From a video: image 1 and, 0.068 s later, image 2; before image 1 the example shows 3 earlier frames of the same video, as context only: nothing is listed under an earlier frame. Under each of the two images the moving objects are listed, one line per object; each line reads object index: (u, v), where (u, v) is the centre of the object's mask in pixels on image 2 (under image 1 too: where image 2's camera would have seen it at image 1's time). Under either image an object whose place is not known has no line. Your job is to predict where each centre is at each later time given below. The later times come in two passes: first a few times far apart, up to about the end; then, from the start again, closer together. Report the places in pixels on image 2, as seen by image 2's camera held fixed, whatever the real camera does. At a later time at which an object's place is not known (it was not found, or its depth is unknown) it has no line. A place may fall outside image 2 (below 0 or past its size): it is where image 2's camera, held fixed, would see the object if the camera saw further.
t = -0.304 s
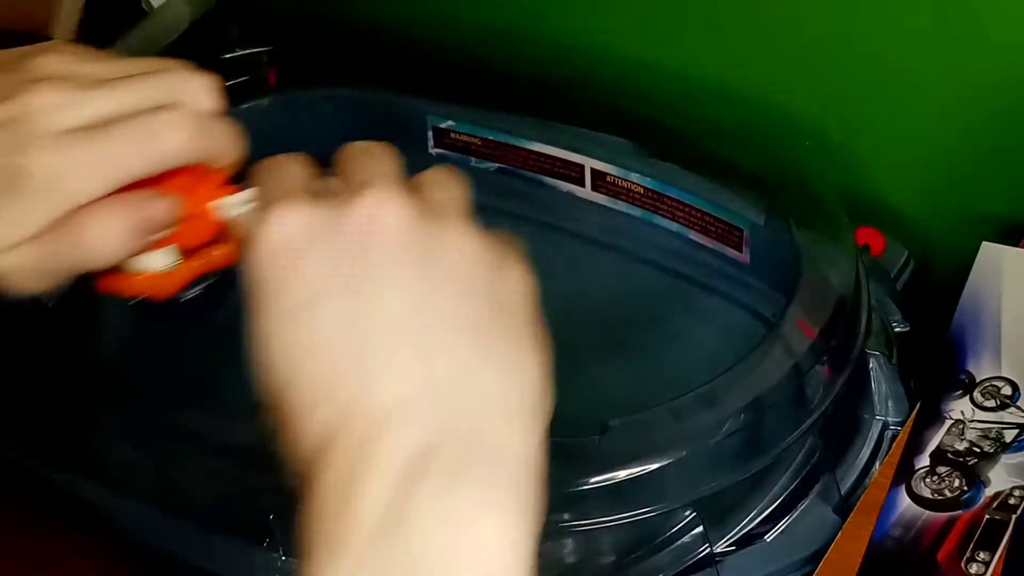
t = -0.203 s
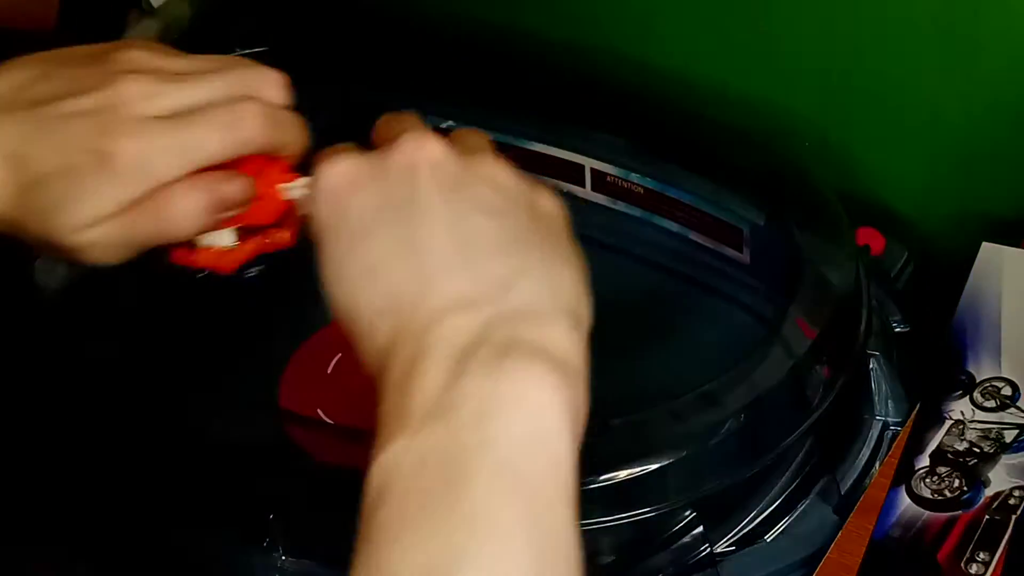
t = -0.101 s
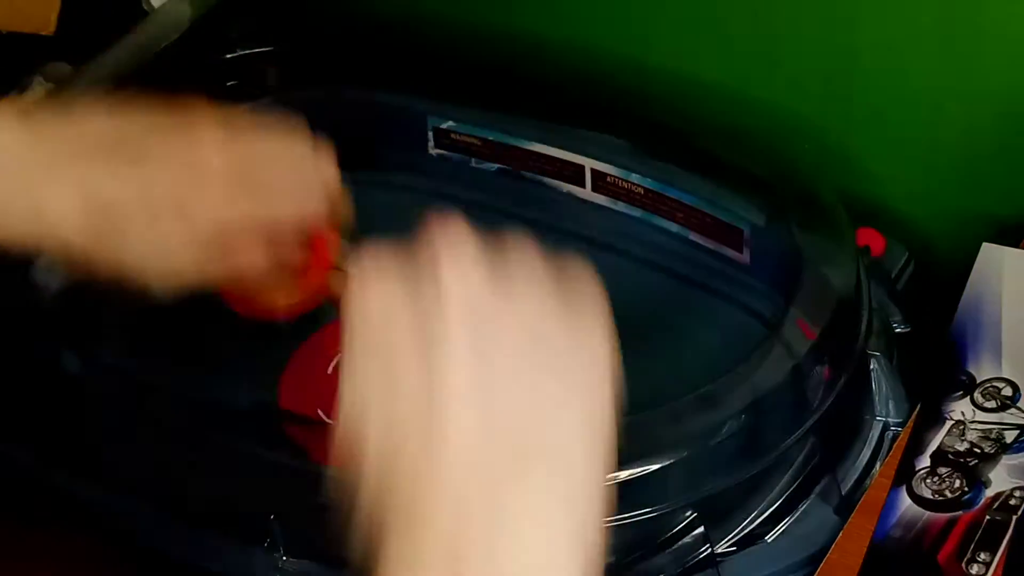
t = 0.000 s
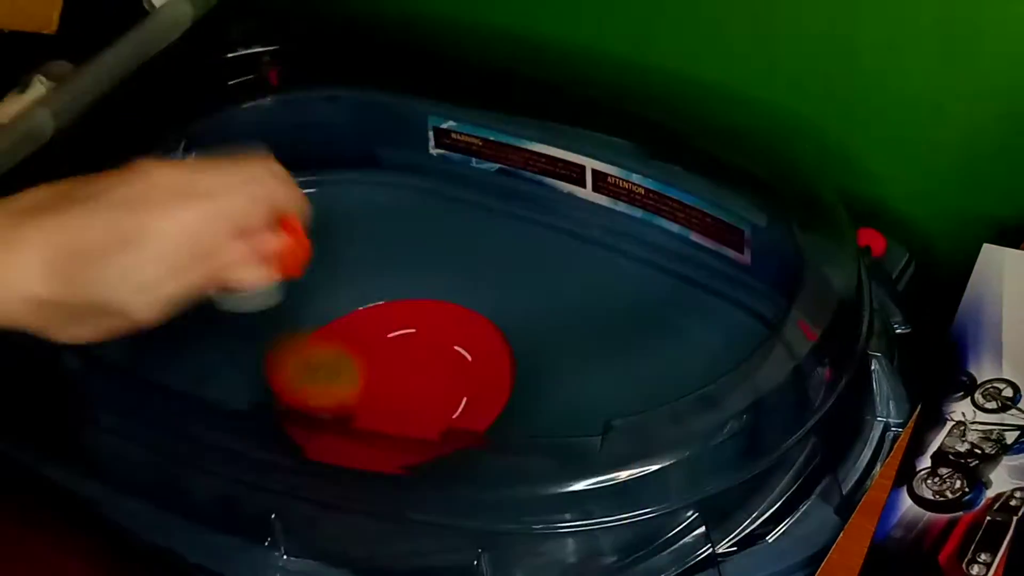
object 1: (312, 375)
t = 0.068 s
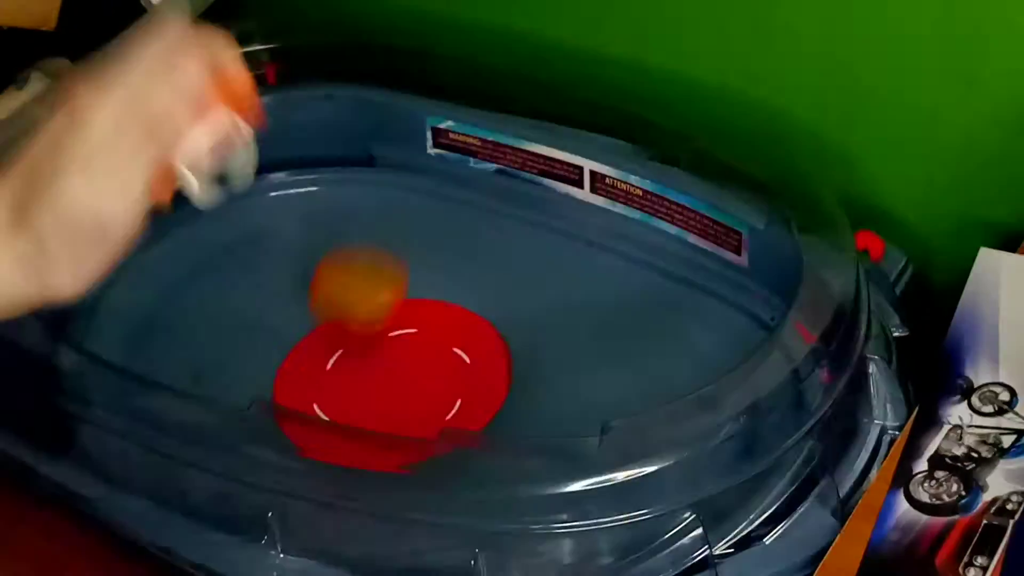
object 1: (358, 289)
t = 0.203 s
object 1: (374, 180)
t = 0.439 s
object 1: (239, 241)
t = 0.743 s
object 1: (196, 294)
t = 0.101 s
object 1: (369, 244)
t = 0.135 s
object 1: (381, 204)
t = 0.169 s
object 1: (386, 173)
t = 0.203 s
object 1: (374, 180)
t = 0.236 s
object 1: (359, 195)
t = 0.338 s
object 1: (303, 231)
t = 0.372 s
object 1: (282, 238)
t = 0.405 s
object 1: (261, 241)
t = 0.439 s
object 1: (239, 241)
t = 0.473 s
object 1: (219, 238)
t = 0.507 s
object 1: (199, 231)
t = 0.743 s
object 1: (196, 294)
